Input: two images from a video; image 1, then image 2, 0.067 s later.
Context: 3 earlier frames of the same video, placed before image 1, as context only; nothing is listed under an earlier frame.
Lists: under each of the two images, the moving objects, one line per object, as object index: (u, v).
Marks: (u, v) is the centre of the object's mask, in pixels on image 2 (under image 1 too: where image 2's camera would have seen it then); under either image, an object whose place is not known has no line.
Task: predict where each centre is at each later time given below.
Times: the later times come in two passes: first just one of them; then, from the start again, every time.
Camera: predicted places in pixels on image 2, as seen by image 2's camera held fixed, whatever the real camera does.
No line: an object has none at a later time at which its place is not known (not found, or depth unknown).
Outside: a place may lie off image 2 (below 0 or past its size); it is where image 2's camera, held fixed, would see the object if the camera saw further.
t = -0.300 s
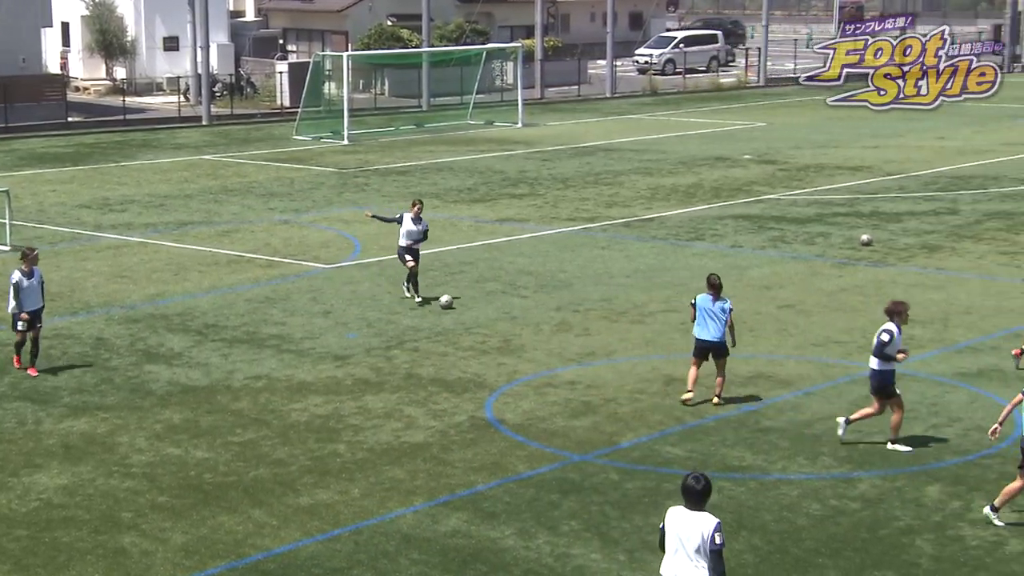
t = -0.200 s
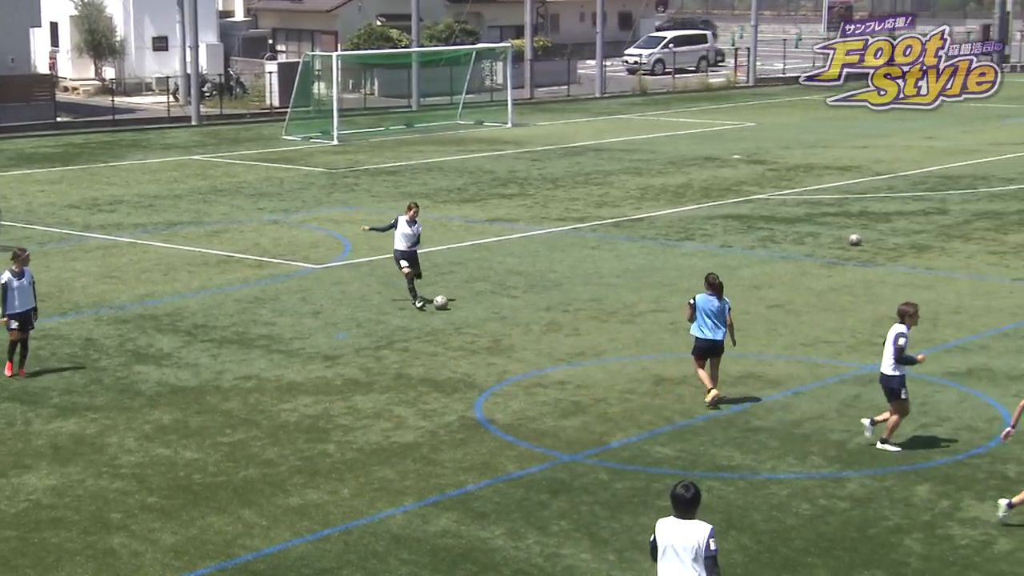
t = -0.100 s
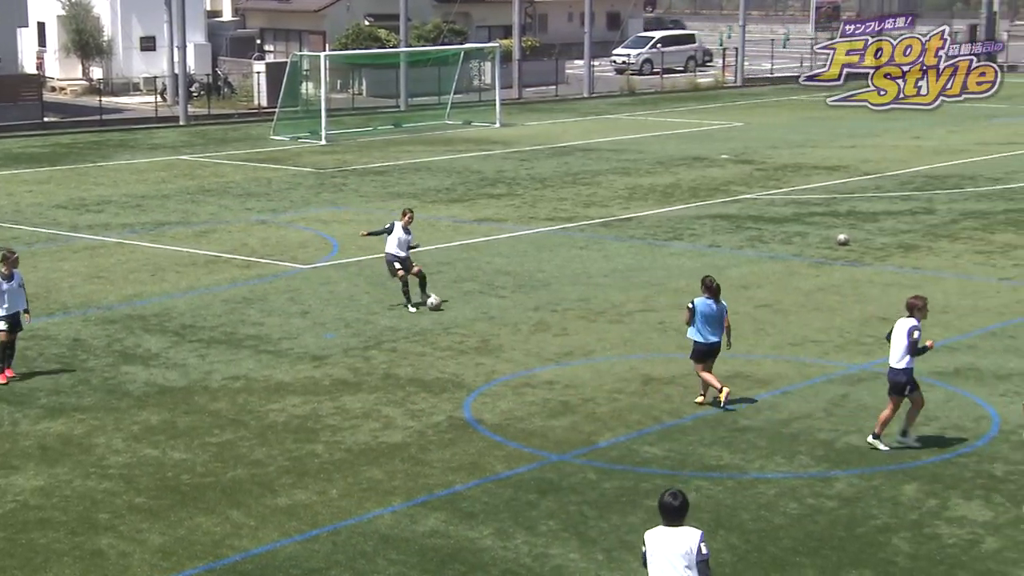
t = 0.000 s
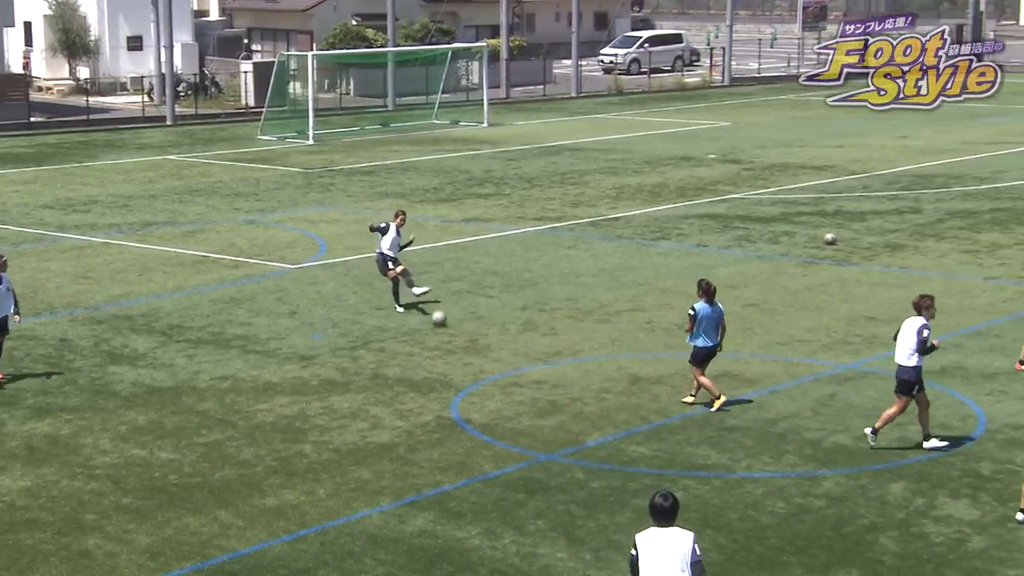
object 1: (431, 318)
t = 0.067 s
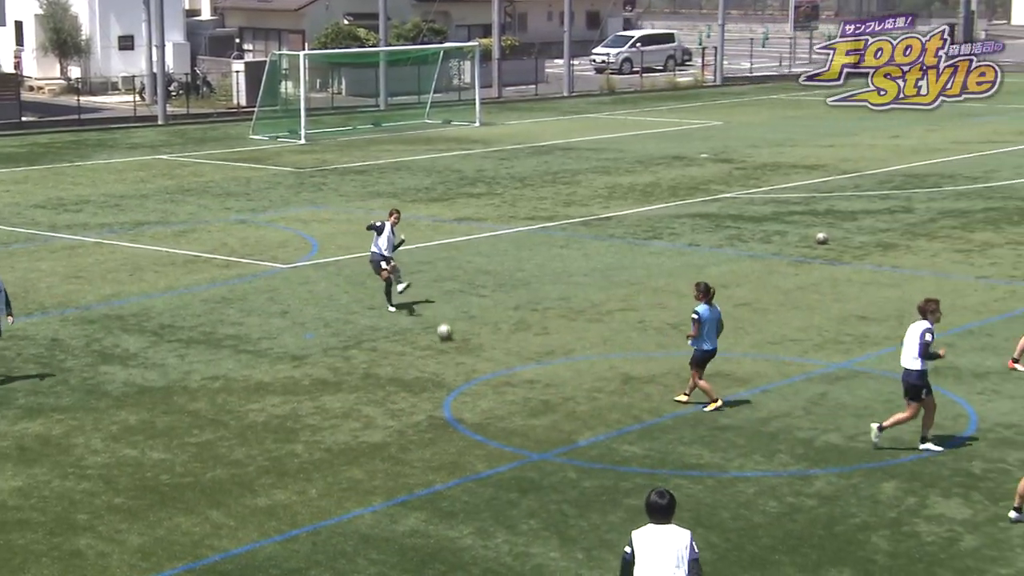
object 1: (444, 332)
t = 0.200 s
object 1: (473, 363)
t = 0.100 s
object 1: (451, 339)
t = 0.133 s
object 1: (459, 347)
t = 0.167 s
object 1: (466, 355)
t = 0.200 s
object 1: (473, 363)
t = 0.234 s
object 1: (481, 371)
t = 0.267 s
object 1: (488, 379)
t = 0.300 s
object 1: (496, 386)
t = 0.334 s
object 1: (504, 395)
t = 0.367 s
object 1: (511, 404)
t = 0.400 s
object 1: (519, 411)
